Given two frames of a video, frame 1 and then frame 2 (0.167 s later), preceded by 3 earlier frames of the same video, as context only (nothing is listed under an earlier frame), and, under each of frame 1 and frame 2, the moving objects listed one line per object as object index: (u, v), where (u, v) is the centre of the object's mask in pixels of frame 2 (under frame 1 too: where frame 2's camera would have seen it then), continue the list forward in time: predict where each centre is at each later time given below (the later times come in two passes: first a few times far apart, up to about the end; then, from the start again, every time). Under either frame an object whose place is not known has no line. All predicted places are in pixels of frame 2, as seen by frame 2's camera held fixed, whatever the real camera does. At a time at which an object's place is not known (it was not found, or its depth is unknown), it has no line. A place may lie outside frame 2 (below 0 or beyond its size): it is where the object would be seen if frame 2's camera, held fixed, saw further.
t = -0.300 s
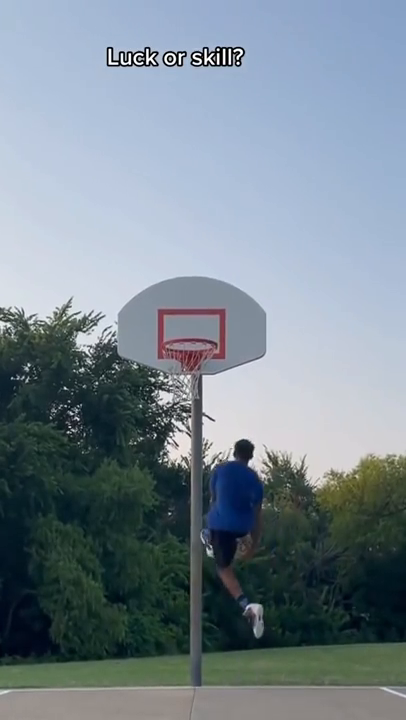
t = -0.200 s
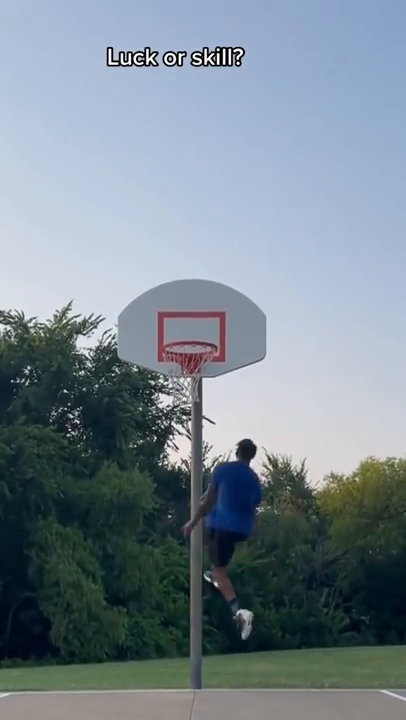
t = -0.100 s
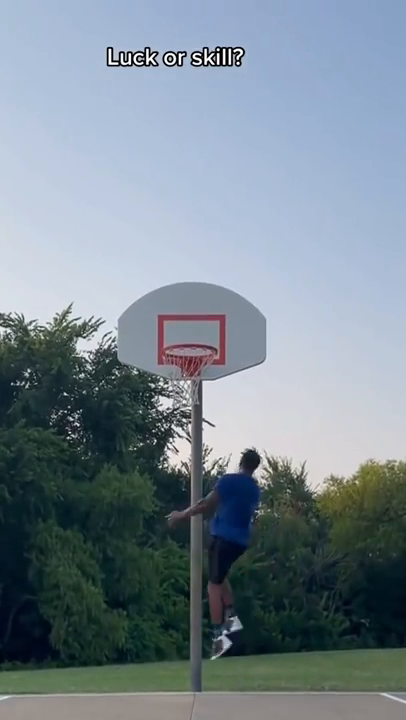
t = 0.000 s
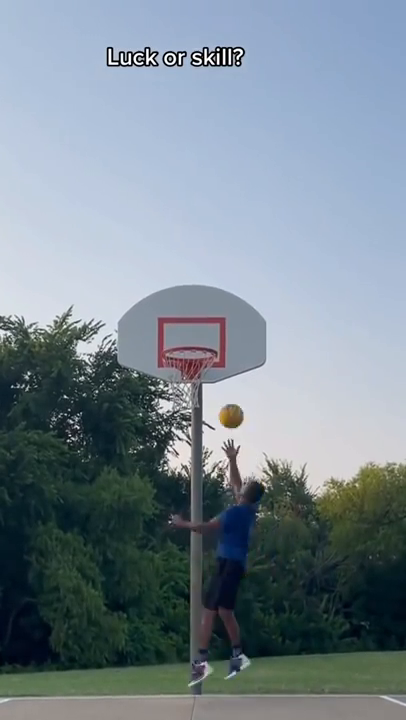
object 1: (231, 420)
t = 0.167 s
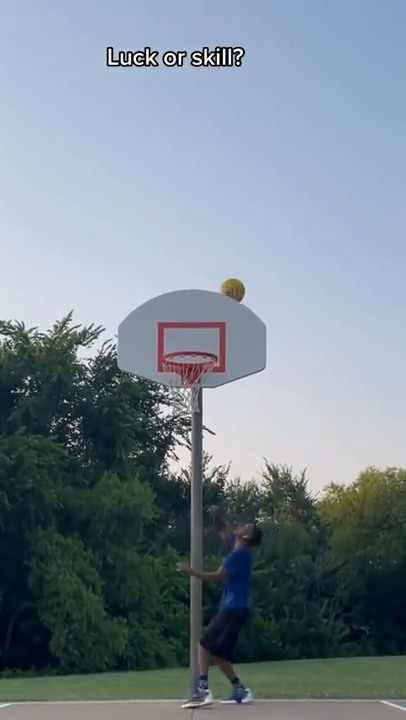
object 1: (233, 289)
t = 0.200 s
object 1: (232, 269)
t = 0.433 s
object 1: (233, 141)
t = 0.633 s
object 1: (234, 75)
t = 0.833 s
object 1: (234, 40)
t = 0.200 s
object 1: (232, 269)
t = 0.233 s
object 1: (232, 247)
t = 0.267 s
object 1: (232, 226)
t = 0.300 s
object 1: (232, 207)
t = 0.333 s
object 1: (233, 189)
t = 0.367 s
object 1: (232, 172)
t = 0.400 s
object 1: (233, 156)
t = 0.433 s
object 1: (233, 141)
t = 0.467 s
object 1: (233, 127)
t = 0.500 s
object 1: (233, 114)
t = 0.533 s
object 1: (233, 103)
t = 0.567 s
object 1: (233, 93)
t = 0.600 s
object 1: (234, 83)
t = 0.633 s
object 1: (234, 75)
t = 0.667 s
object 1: (234, 68)
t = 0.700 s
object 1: (234, 63)
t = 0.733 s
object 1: (236, 61)
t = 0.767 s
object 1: (242, 54)
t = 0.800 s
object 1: (235, 40)
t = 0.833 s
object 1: (234, 40)
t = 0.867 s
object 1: (234, 40)
